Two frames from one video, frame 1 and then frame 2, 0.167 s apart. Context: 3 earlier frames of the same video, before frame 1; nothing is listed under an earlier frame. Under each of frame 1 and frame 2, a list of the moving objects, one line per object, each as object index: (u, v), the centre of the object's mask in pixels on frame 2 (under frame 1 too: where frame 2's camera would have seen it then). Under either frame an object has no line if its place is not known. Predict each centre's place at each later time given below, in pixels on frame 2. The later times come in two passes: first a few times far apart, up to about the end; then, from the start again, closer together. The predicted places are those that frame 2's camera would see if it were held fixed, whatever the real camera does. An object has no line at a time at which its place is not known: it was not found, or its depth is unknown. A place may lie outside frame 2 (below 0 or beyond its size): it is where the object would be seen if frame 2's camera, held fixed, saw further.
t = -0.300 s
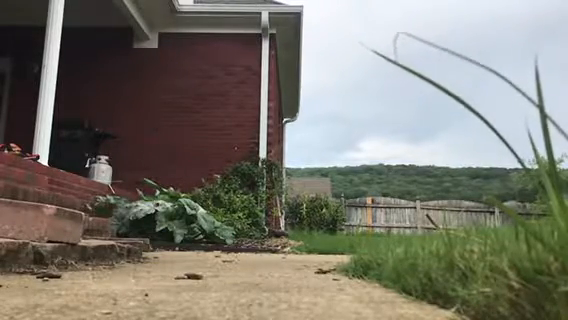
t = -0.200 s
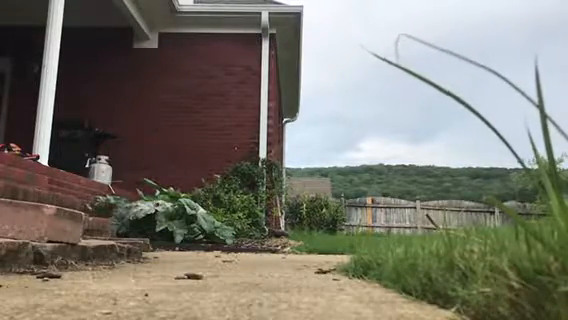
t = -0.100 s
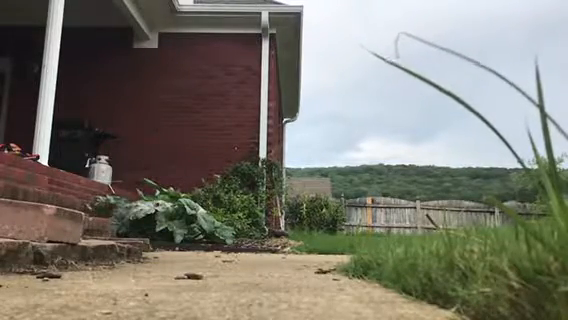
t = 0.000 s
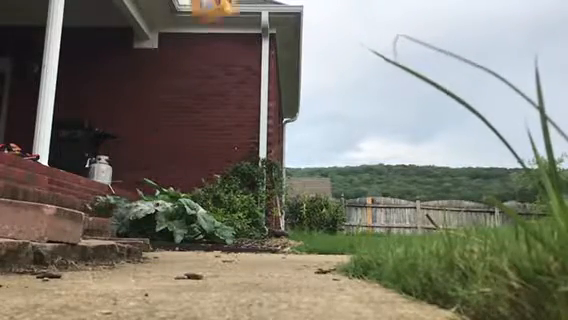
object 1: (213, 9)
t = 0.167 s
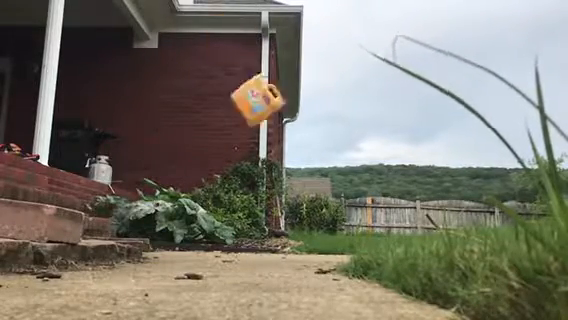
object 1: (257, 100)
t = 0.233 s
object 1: (274, 152)
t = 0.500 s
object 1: (328, 200)
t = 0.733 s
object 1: (368, 216)
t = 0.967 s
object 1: (394, 236)
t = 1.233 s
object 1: (407, 235)
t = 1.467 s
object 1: (407, 234)
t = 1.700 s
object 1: (407, 234)
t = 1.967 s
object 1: (409, 235)
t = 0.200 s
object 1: (266, 124)
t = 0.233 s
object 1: (274, 152)
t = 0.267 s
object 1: (284, 181)
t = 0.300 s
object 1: (293, 213)
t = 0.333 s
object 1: (301, 237)
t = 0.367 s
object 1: (307, 227)
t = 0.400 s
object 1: (312, 218)
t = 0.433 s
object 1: (318, 211)
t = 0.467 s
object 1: (323, 204)
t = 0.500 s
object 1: (328, 200)
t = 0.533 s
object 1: (333, 197)
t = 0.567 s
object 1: (340, 196)
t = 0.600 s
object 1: (346, 198)
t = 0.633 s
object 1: (350, 199)
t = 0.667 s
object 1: (357, 203)
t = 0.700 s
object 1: (360, 209)
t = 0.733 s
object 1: (368, 216)
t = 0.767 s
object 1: (373, 224)
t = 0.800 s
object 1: (377, 228)
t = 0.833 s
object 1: (383, 233)
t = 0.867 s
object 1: (380, 236)
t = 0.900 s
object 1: (383, 236)
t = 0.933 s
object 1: (385, 235)
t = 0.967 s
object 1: (394, 236)
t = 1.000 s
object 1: (398, 236)
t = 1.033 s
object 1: (400, 236)
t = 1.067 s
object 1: (403, 235)
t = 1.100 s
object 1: (404, 235)
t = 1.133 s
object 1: (406, 235)
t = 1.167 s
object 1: (406, 235)
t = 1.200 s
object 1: (407, 235)
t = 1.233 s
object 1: (407, 235)
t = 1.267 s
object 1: (407, 235)
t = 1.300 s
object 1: (408, 234)
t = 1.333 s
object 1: (408, 234)
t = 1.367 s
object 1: (408, 234)
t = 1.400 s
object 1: (408, 234)
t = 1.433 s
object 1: (408, 234)
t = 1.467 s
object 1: (407, 234)
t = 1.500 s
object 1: (408, 234)
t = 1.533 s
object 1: (408, 234)
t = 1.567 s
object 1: (407, 234)
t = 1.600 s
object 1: (408, 234)
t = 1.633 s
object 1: (408, 234)
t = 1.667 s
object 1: (407, 234)
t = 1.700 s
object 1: (407, 234)
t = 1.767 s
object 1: (407, 234)
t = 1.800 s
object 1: (408, 234)
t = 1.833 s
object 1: (409, 234)
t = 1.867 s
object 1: (409, 235)
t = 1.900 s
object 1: (409, 235)
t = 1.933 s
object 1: (409, 235)
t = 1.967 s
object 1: (409, 235)
